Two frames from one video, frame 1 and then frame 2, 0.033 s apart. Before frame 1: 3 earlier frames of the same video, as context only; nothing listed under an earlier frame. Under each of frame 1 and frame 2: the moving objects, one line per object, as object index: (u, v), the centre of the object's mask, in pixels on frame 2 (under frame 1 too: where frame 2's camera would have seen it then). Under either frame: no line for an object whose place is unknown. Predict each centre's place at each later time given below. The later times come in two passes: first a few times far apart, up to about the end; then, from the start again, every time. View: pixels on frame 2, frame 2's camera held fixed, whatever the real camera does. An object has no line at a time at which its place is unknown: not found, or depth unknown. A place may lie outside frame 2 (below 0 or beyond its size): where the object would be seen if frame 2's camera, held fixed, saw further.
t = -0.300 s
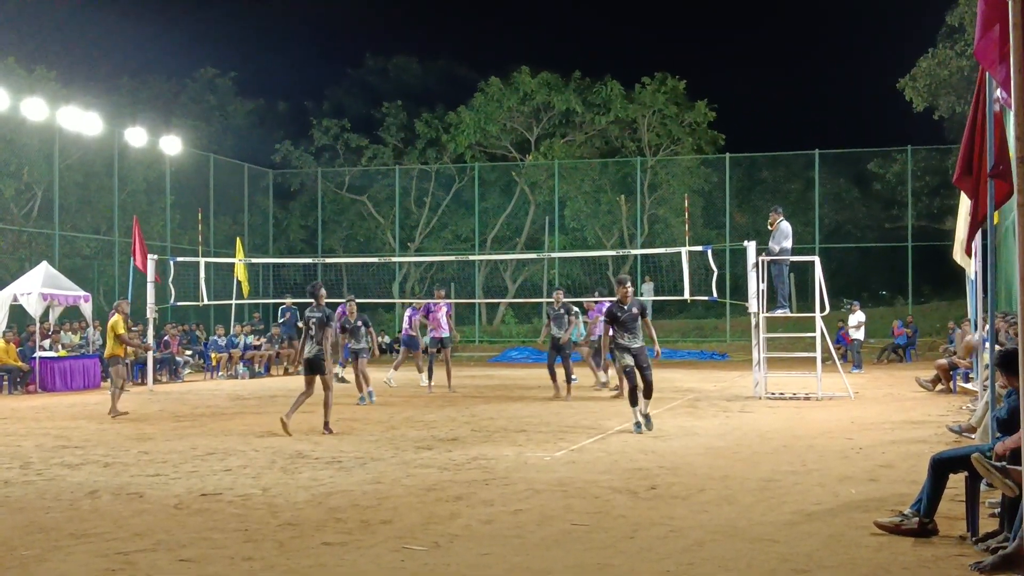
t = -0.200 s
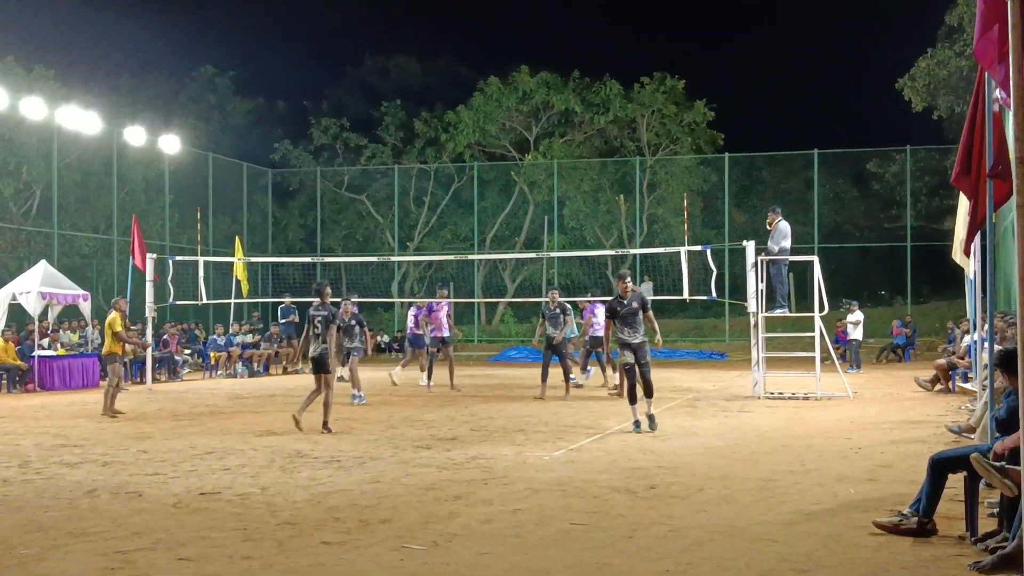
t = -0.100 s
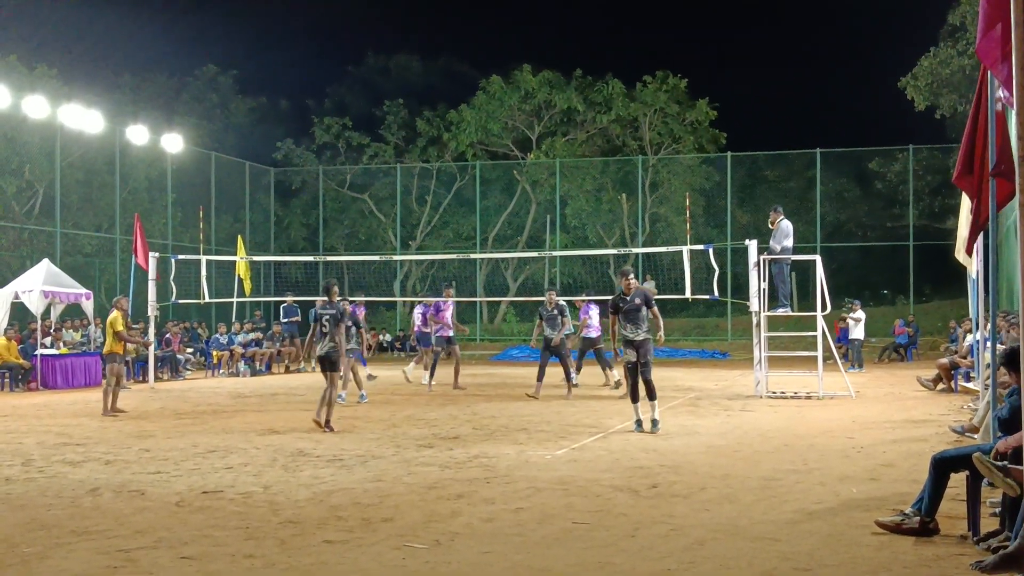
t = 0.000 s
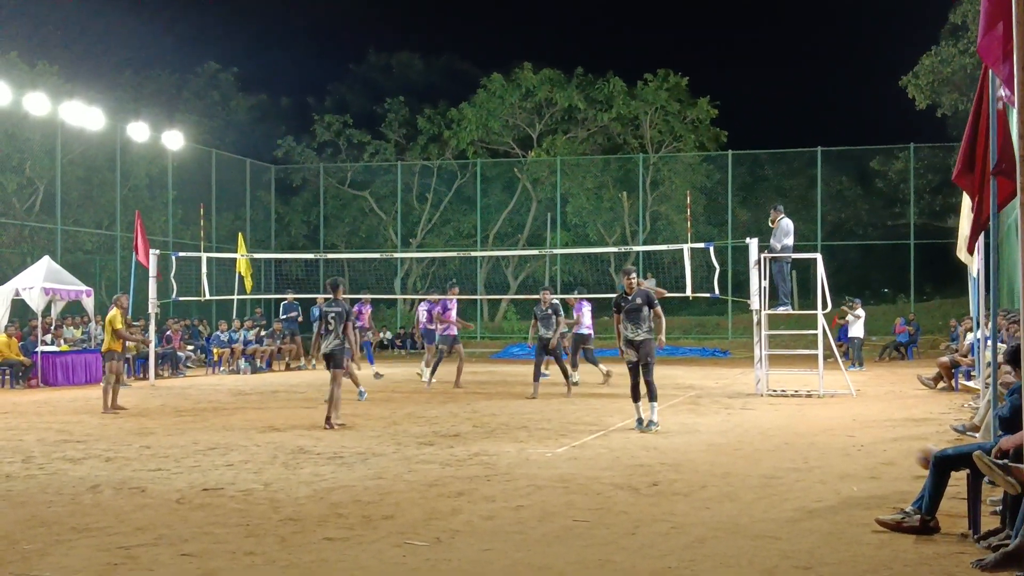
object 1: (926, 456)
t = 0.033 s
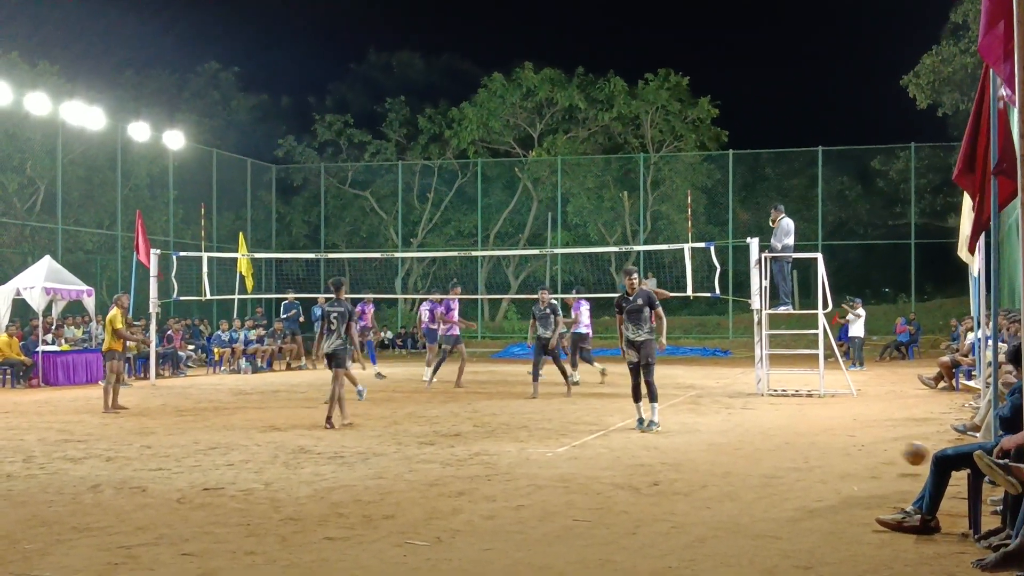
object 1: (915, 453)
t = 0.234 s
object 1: (837, 450)
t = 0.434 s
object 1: (772, 443)
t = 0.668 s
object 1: (705, 438)
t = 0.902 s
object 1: (646, 426)
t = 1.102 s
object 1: (602, 421)
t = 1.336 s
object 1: (557, 419)
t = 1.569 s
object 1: (518, 413)
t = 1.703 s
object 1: (498, 412)
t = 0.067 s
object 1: (902, 451)
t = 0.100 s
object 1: (888, 452)
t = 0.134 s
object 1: (875, 452)
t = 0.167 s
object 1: (863, 453)
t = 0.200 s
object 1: (850, 454)
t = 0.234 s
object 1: (837, 450)
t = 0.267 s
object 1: (827, 446)
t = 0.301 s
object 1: (815, 443)
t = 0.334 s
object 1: (804, 440)
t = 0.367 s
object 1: (793, 440)
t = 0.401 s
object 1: (783, 441)
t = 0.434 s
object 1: (772, 443)
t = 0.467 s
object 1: (762, 444)
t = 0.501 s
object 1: (751, 441)
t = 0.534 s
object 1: (742, 438)
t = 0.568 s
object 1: (733, 436)
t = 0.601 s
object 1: (723, 435)
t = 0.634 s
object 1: (714, 436)
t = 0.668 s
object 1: (705, 438)
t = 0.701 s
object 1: (696, 433)
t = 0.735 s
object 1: (687, 431)
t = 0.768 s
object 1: (679, 429)
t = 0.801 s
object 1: (670, 428)
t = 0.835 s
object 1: (663, 430)
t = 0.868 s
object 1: (654, 429)
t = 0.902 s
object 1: (646, 426)
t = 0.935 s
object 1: (639, 426)
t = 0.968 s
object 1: (631, 426)
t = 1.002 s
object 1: (623, 427)
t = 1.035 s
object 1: (616, 424)
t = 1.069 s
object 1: (610, 422)
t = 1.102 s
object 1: (602, 421)
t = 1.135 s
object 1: (596, 422)
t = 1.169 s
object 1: (589, 422)
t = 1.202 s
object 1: (582, 419)
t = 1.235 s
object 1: (576, 418)
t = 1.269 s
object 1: (570, 418)
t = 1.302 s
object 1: (563, 419)
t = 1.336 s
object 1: (557, 419)
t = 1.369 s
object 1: (552, 417)
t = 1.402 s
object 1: (545, 417)
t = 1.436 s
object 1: (540, 417)
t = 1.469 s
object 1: (534, 416)
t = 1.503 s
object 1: (529, 416)
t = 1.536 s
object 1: (524, 414)
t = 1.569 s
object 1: (518, 413)
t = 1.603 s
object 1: (513, 413)
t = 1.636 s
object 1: (507, 413)
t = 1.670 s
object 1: (502, 412)
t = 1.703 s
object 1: (498, 412)
